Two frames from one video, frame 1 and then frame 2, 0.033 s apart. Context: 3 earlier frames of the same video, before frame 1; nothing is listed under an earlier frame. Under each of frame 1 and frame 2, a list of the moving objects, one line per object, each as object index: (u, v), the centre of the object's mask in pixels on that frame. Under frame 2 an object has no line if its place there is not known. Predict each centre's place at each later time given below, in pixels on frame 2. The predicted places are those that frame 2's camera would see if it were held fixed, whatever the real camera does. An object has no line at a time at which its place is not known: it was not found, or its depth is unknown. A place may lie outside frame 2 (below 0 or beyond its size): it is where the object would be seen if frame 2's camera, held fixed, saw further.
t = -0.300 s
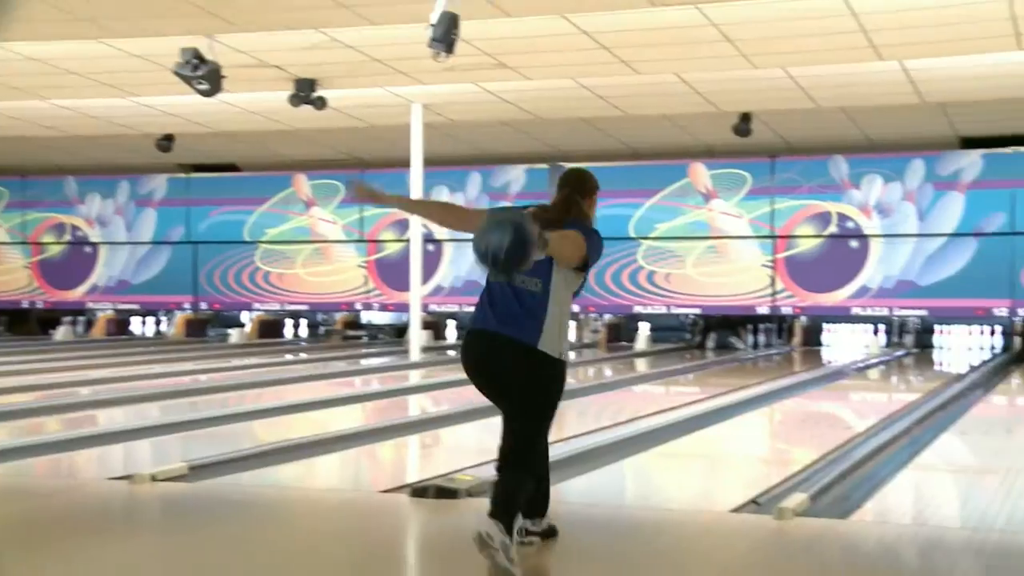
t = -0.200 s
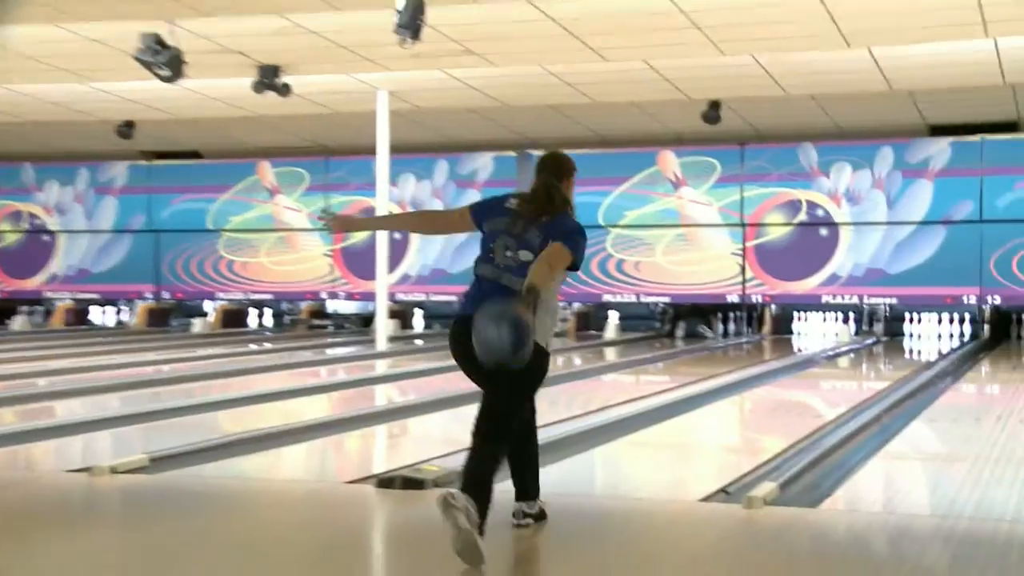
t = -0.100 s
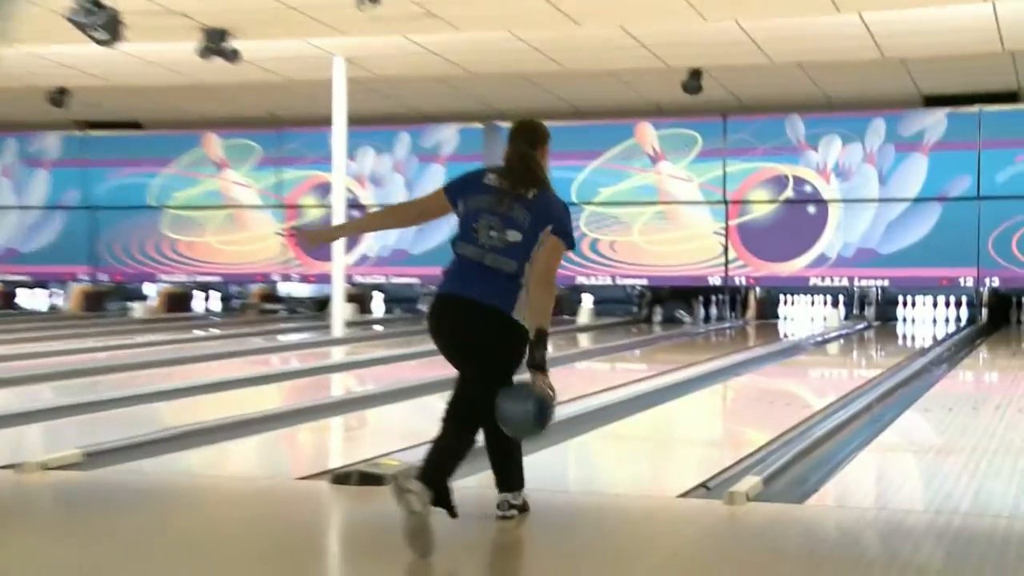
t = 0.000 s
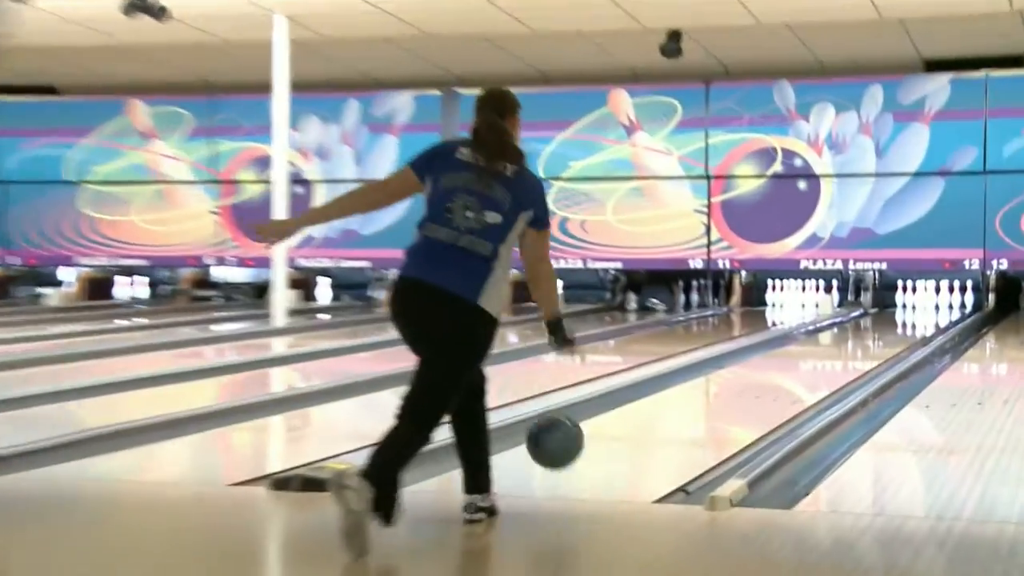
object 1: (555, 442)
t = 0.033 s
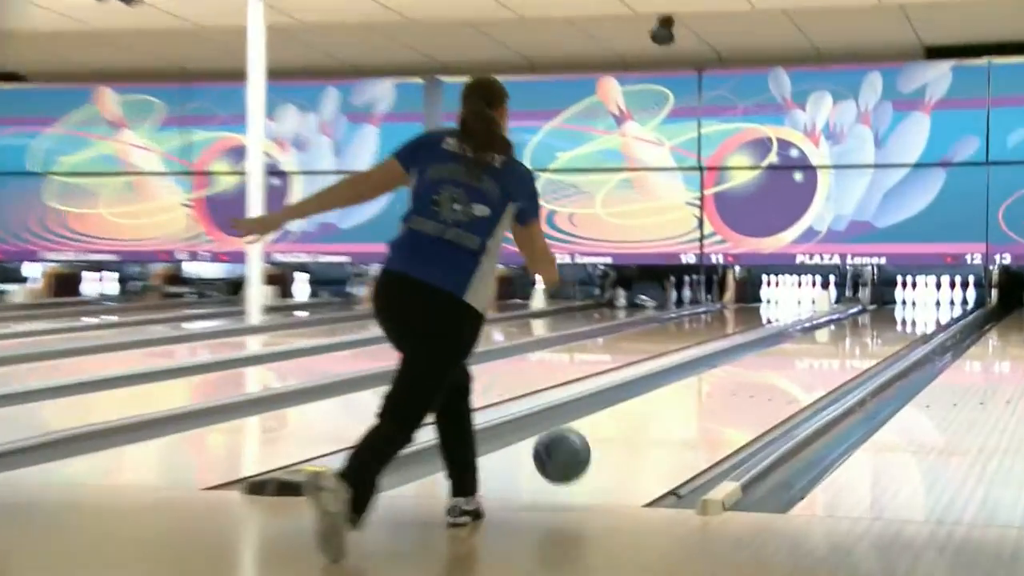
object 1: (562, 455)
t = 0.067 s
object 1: (581, 468)
